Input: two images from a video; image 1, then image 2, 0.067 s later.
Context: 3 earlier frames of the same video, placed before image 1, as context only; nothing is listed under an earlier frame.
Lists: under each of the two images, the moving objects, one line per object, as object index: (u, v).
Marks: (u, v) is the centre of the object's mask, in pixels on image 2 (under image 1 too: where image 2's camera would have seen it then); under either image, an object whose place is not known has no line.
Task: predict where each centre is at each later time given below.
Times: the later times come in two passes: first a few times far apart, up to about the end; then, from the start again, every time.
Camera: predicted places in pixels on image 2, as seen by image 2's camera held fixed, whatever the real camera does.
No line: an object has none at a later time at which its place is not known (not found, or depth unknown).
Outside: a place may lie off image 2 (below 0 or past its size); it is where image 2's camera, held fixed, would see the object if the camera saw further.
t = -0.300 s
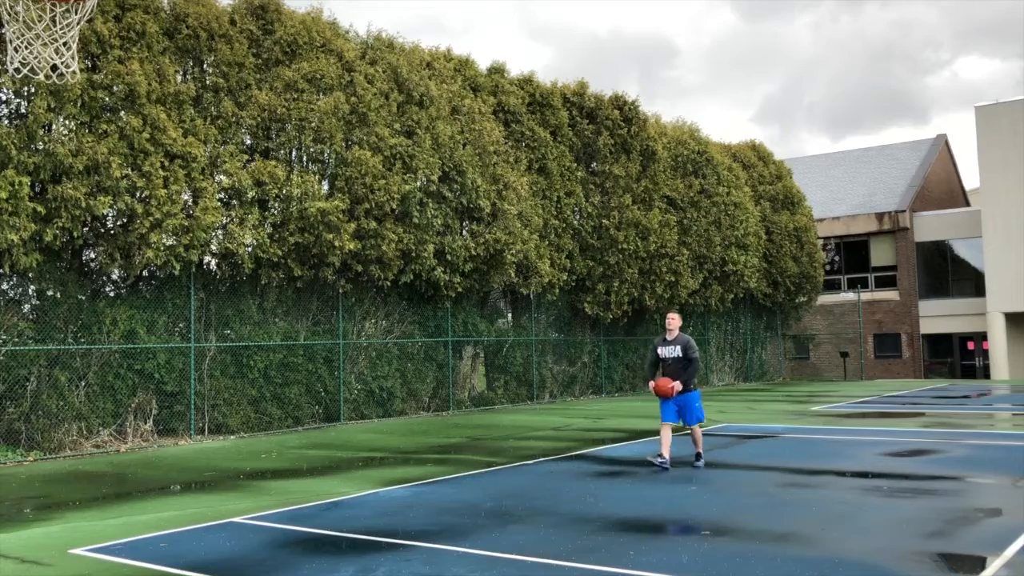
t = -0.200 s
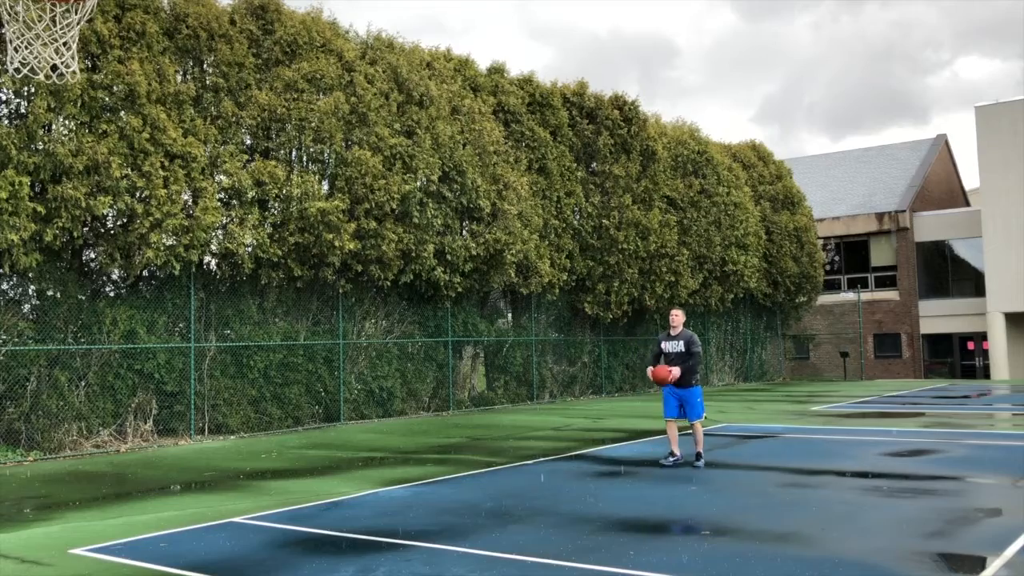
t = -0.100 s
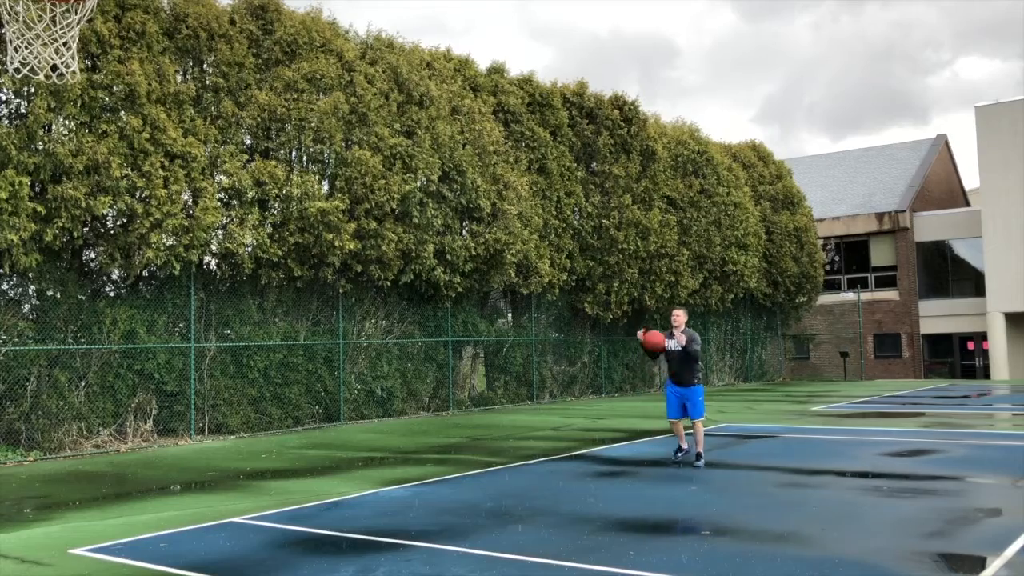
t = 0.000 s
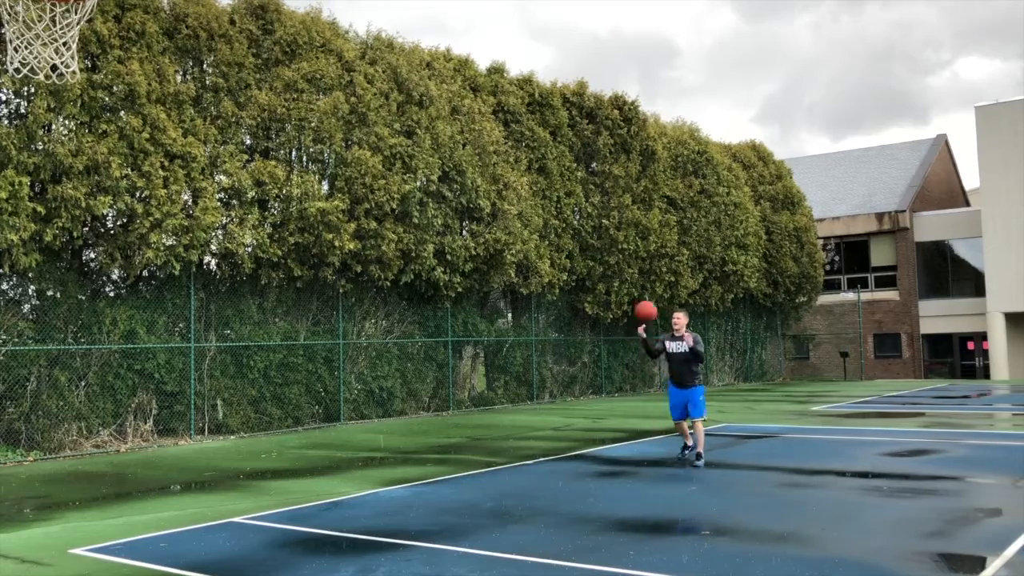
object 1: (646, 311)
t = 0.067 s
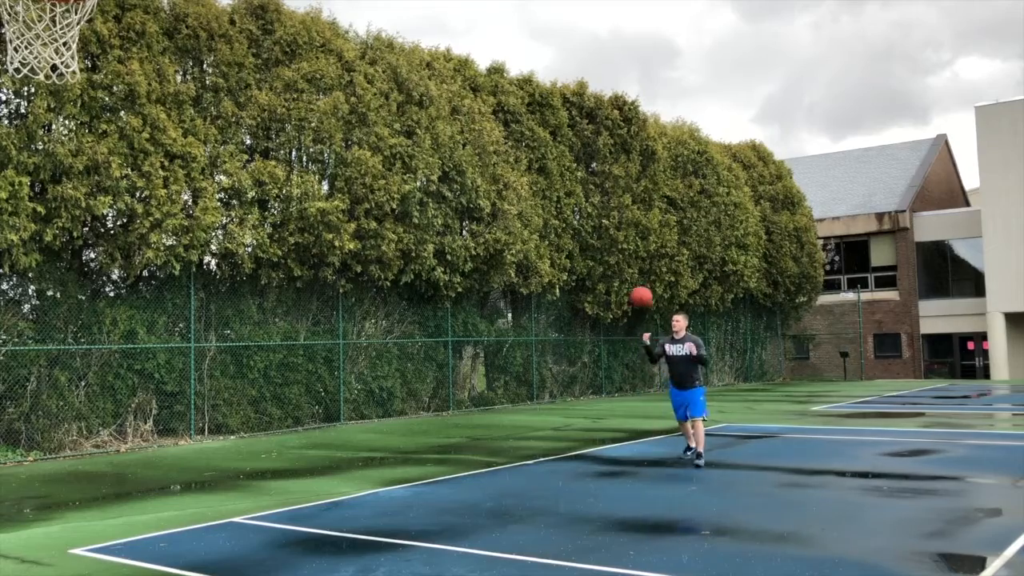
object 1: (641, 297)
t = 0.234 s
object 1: (630, 278)
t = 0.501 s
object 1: (614, 298)
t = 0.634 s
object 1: (606, 335)
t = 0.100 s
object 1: (639, 291)
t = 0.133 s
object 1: (636, 285)
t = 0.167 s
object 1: (634, 282)
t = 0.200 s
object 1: (632, 280)
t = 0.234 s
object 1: (630, 278)
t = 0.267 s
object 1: (628, 277)
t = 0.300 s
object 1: (626, 277)
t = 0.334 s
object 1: (623, 278)
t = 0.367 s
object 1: (622, 280)
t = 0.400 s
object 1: (619, 283)
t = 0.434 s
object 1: (618, 288)
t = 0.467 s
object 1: (616, 292)
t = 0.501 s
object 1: (614, 298)
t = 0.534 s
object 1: (612, 307)
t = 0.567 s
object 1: (611, 315)
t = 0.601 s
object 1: (609, 323)
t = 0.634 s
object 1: (606, 335)
